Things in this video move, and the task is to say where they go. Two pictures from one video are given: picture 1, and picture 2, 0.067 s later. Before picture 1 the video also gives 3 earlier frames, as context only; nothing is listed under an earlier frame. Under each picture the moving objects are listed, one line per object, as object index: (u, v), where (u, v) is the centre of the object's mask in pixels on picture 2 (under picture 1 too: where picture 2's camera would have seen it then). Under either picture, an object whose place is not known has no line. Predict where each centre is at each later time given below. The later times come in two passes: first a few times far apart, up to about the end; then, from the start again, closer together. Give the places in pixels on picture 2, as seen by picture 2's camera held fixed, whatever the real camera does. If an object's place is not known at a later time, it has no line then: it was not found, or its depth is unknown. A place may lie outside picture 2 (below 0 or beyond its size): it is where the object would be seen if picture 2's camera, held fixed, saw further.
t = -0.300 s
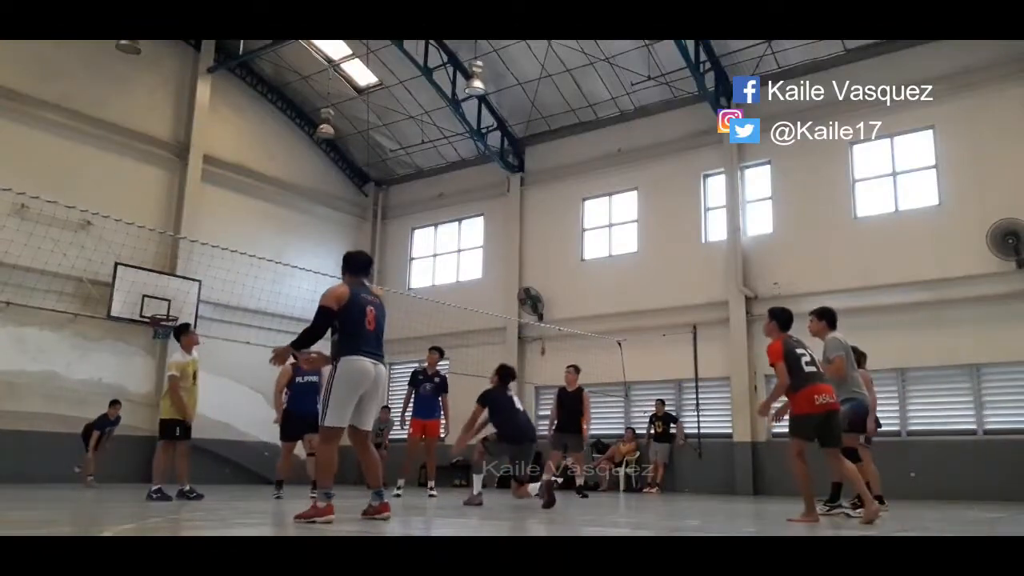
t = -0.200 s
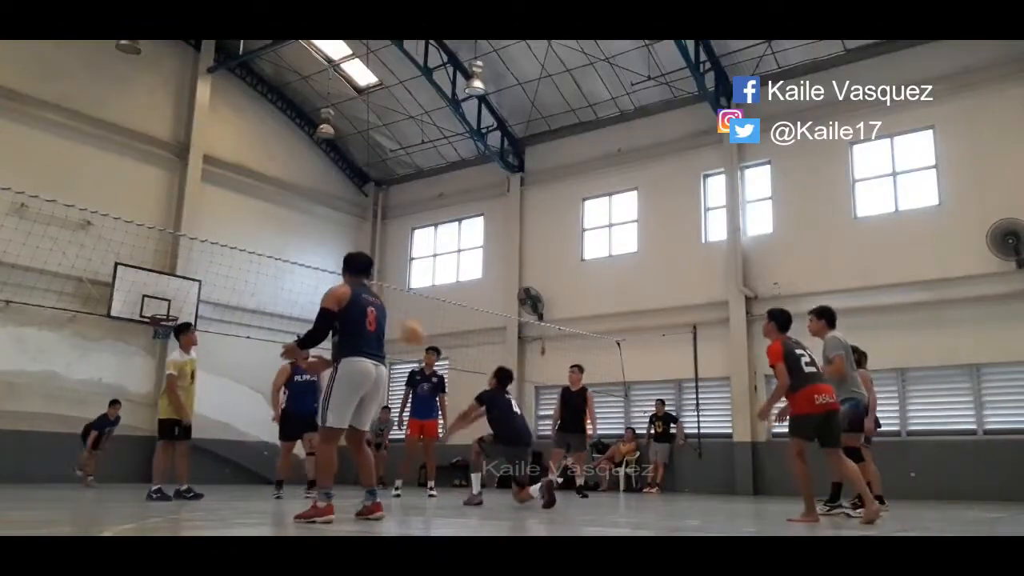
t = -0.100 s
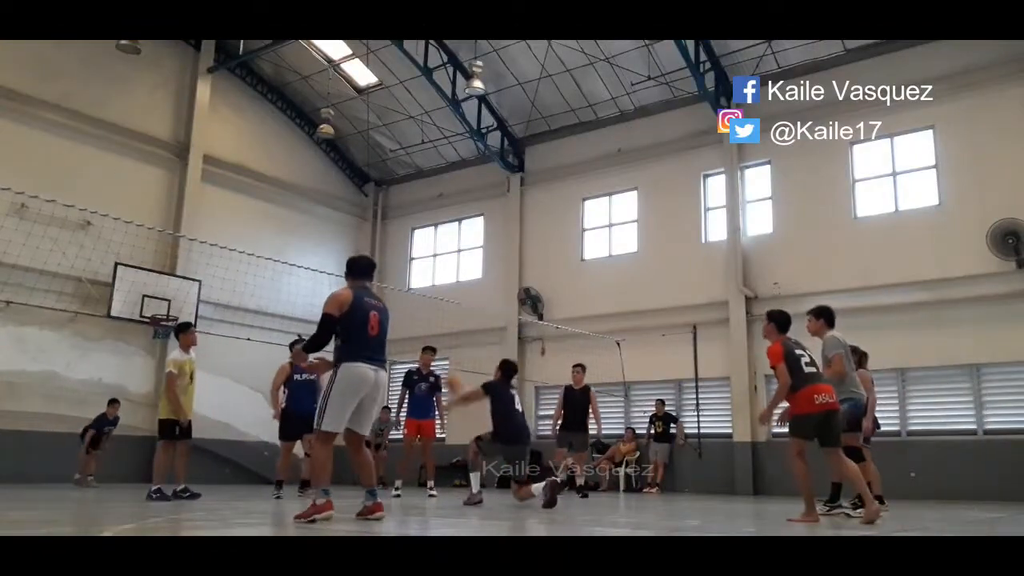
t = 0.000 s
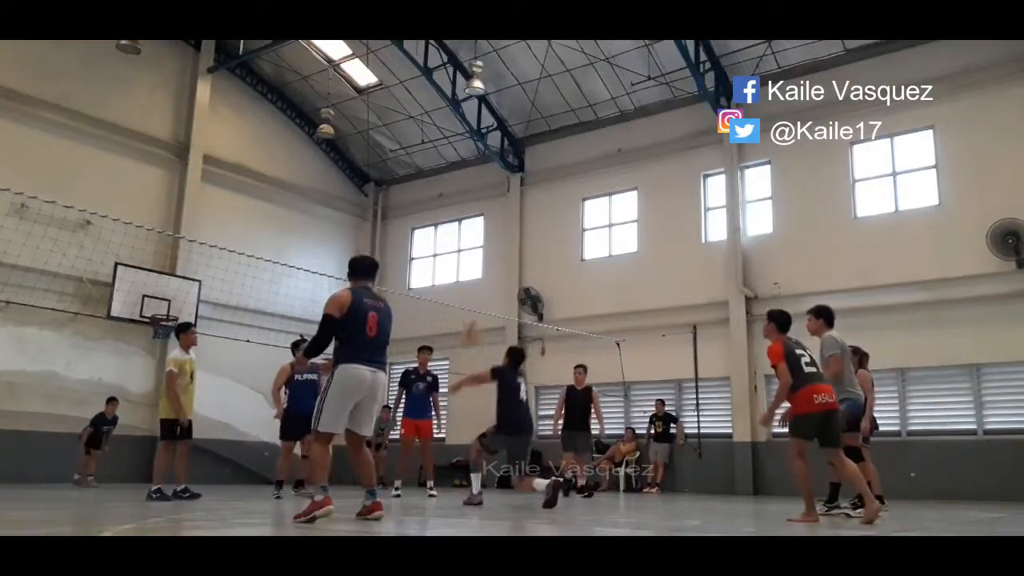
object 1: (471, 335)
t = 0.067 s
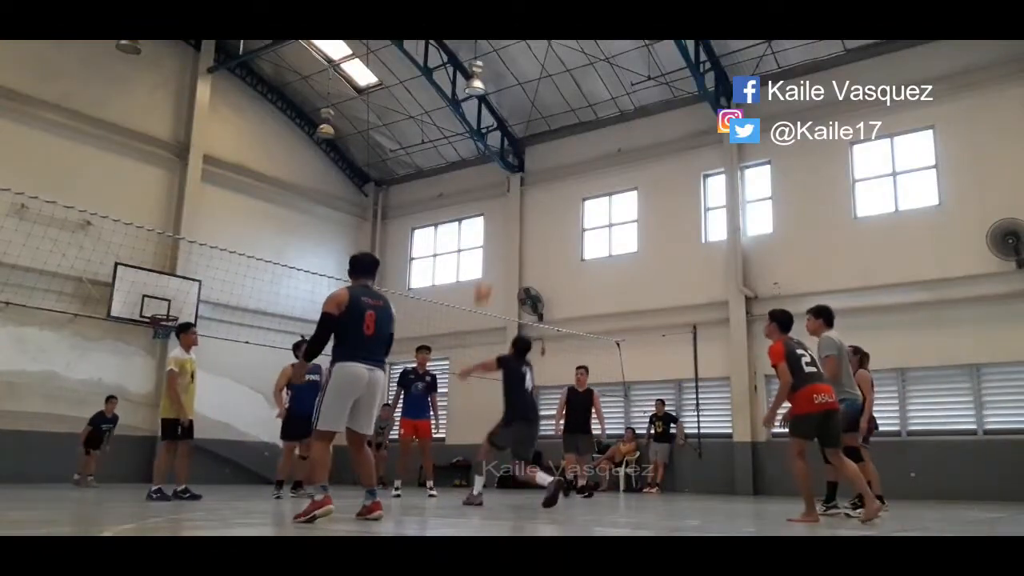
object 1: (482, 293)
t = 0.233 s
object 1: (510, 217)
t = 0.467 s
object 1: (544, 149)
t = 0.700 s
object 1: (575, 134)
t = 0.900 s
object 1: (604, 158)
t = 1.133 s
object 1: (633, 230)
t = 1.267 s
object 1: (651, 296)
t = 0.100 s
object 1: (490, 276)
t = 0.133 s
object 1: (494, 260)
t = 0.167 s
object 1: (500, 244)
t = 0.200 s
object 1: (504, 229)
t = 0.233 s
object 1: (510, 217)
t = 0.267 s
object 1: (516, 202)
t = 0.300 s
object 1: (520, 191)
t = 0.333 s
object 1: (526, 181)
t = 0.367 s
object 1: (529, 173)
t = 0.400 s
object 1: (534, 164)
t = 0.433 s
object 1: (539, 157)
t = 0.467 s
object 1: (544, 149)
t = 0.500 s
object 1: (548, 145)
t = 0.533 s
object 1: (553, 141)
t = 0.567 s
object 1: (557, 137)
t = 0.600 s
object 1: (562, 135)
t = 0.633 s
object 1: (566, 134)
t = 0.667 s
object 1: (571, 133)
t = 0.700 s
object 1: (575, 134)
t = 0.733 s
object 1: (579, 135)
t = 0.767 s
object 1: (584, 137)
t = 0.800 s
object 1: (589, 141)
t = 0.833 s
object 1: (594, 145)
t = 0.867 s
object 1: (599, 151)
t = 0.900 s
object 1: (604, 158)
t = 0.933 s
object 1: (608, 165)
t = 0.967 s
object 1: (612, 173)
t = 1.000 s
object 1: (616, 184)
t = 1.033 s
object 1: (620, 190)
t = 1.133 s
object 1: (633, 230)
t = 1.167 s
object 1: (642, 246)
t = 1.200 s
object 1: (643, 262)
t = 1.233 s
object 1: (648, 279)
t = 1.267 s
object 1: (651, 296)
